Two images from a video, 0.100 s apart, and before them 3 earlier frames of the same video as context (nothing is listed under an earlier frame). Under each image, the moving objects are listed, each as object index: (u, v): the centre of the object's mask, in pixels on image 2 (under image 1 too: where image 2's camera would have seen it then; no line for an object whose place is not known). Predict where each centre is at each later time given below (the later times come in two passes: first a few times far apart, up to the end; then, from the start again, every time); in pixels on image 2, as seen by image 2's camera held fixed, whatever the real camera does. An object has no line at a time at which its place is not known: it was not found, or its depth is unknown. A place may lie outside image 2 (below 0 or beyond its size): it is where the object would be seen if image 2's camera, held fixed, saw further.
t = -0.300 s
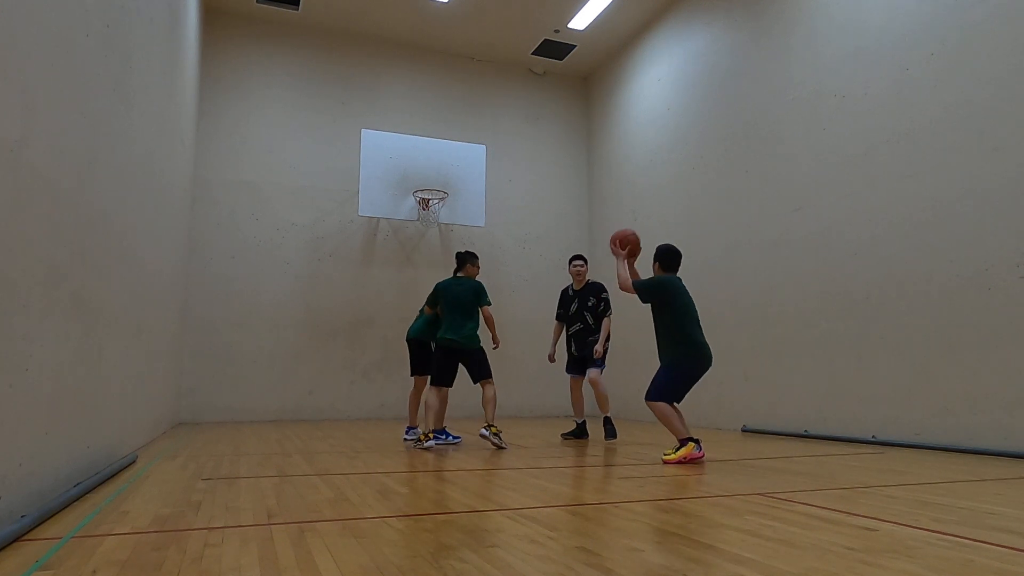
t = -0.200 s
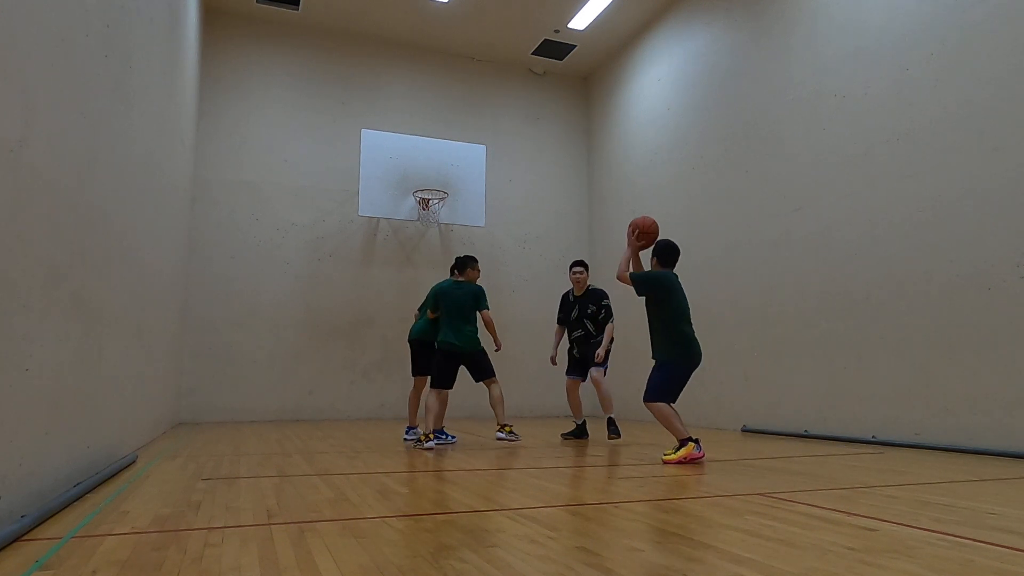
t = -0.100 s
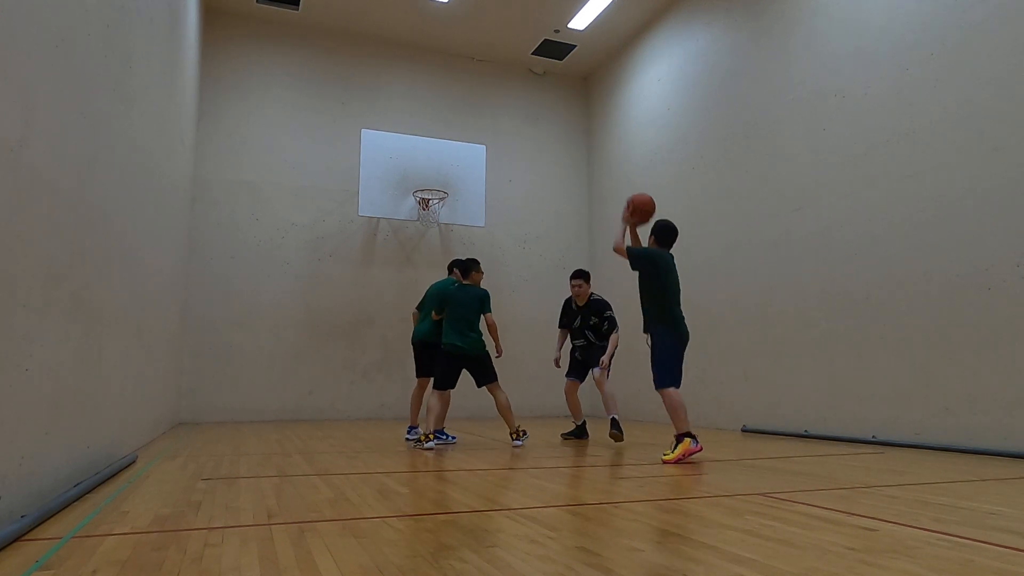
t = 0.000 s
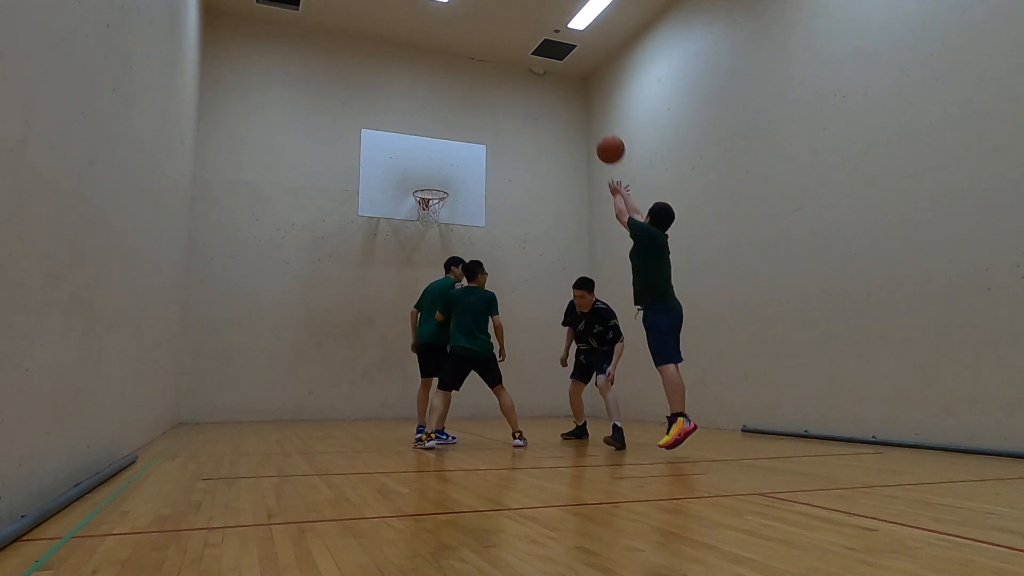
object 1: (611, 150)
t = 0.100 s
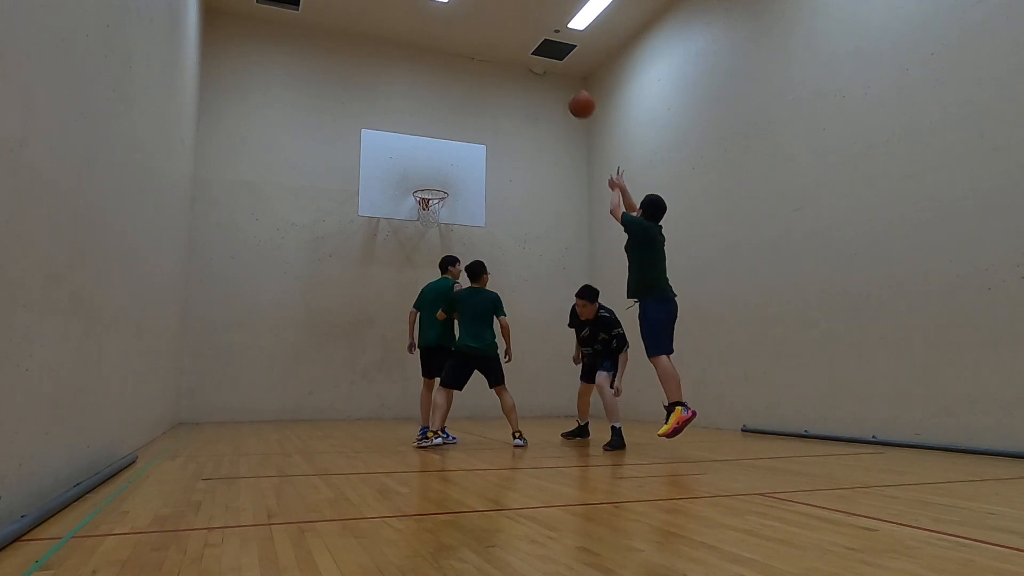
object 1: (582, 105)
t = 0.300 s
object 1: (534, 59)
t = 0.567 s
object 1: (485, 62)
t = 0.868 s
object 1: (442, 125)
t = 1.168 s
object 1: (441, 167)
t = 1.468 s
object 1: (501, 147)
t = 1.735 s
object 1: (553, 180)
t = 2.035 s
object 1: (611, 277)
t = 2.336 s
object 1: (666, 400)
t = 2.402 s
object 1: (659, 380)
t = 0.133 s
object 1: (573, 94)
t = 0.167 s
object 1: (564, 85)
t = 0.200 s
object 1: (556, 76)
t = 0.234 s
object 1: (548, 69)
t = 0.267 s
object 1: (541, 63)
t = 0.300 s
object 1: (534, 59)
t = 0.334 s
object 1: (527, 56)
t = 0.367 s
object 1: (520, 54)
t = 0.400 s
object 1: (514, 53)
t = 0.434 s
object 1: (508, 53)
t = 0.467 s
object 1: (502, 54)
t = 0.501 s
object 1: (496, 56)
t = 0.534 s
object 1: (490, 58)
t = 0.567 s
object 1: (485, 62)
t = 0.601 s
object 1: (480, 66)
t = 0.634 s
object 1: (474, 71)
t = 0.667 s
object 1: (470, 77)
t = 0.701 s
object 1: (465, 83)
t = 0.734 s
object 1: (460, 90)
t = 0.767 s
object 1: (455, 98)
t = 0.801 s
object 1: (451, 106)
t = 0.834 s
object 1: (446, 115)
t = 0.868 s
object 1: (442, 125)
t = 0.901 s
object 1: (438, 135)
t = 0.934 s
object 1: (434, 146)
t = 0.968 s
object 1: (429, 157)
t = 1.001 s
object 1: (426, 168)
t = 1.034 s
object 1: (421, 180)
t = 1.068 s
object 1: (420, 187)
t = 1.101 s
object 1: (427, 180)
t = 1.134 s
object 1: (434, 173)
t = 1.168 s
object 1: (441, 167)
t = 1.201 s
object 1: (447, 162)
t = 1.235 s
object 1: (454, 157)
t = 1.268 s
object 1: (461, 154)
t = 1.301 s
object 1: (468, 150)
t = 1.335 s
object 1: (475, 148)
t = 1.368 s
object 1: (481, 146)
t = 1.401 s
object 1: (488, 146)
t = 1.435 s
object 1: (494, 146)
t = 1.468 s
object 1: (501, 147)
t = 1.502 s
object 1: (507, 148)
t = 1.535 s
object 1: (514, 151)
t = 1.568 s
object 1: (520, 154)
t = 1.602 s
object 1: (527, 157)
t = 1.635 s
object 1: (533, 162)
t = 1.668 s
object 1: (540, 167)
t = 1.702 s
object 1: (546, 174)
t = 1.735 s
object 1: (553, 180)
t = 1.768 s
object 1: (559, 188)
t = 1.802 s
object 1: (566, 196)
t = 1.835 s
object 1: (572, 205)
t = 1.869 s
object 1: (579, 215)
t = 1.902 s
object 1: (585, 226)
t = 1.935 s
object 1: (592, 238)
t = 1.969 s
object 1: (598, 250)
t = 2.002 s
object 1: (605, 263)
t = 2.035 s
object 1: (611, 277)
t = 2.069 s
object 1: (617, 292)
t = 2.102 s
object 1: (624, 308)
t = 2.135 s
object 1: (631, 325)
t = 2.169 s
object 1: (637, 342)
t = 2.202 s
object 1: (644, 361)
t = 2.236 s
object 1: (650, 380)
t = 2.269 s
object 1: (657, 400)
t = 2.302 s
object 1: (663, 415)
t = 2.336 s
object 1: (666, 400)
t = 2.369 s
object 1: (662, 390)
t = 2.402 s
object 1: (659, 380)
